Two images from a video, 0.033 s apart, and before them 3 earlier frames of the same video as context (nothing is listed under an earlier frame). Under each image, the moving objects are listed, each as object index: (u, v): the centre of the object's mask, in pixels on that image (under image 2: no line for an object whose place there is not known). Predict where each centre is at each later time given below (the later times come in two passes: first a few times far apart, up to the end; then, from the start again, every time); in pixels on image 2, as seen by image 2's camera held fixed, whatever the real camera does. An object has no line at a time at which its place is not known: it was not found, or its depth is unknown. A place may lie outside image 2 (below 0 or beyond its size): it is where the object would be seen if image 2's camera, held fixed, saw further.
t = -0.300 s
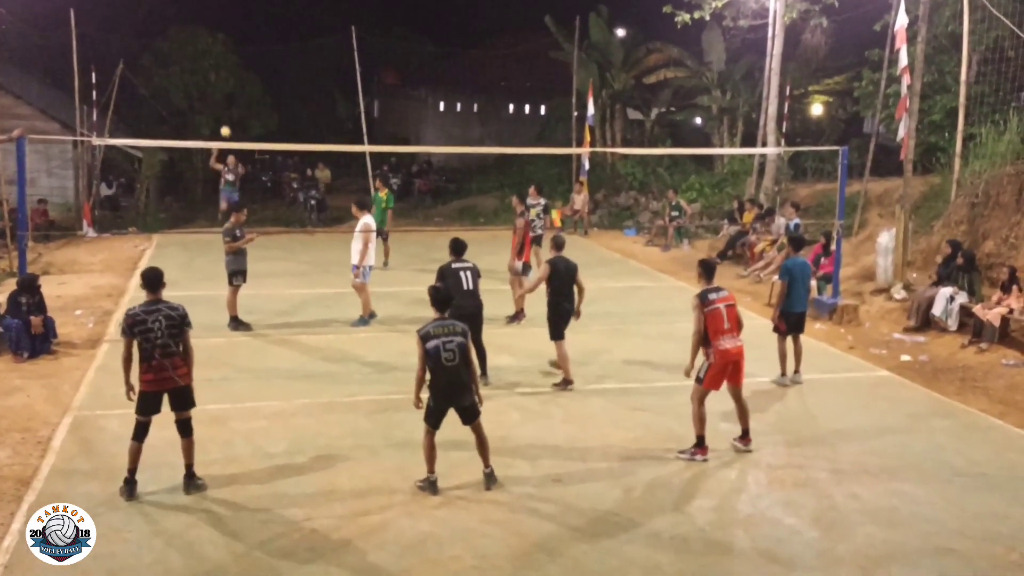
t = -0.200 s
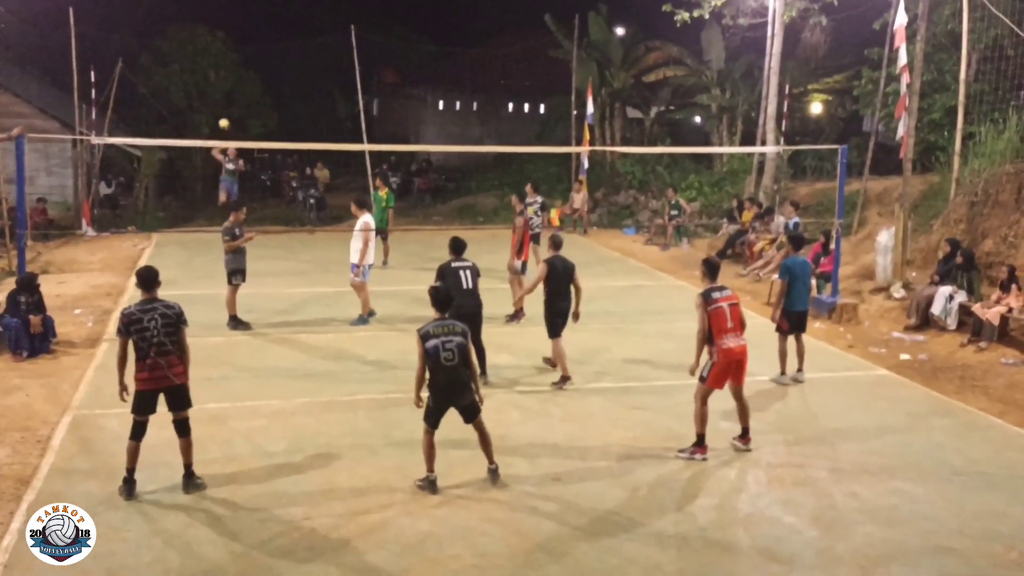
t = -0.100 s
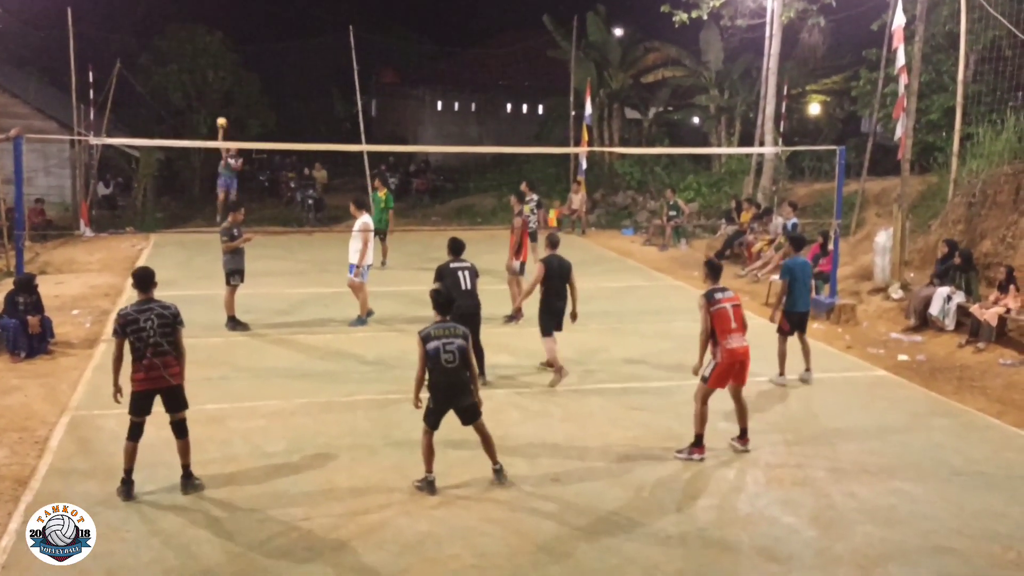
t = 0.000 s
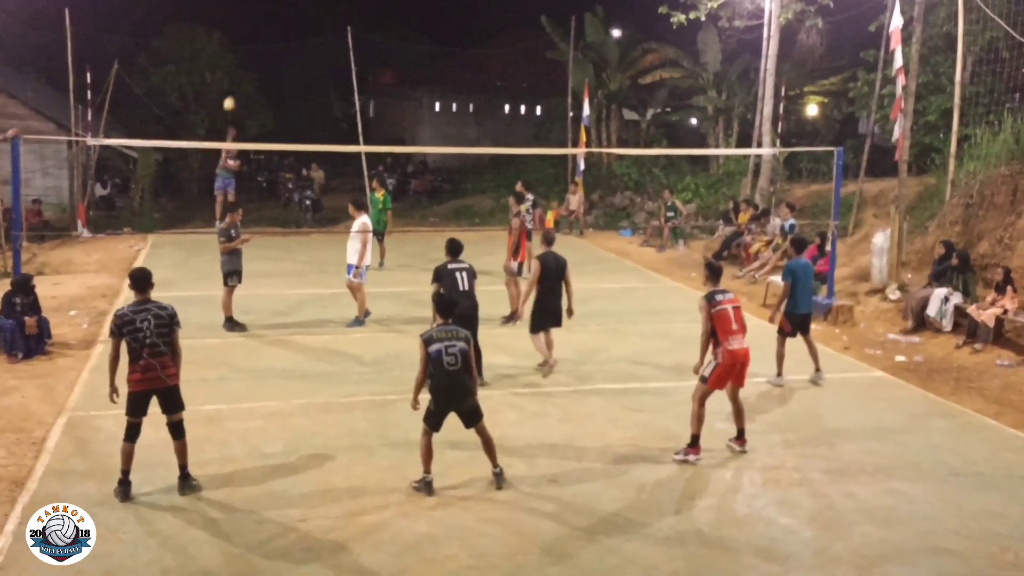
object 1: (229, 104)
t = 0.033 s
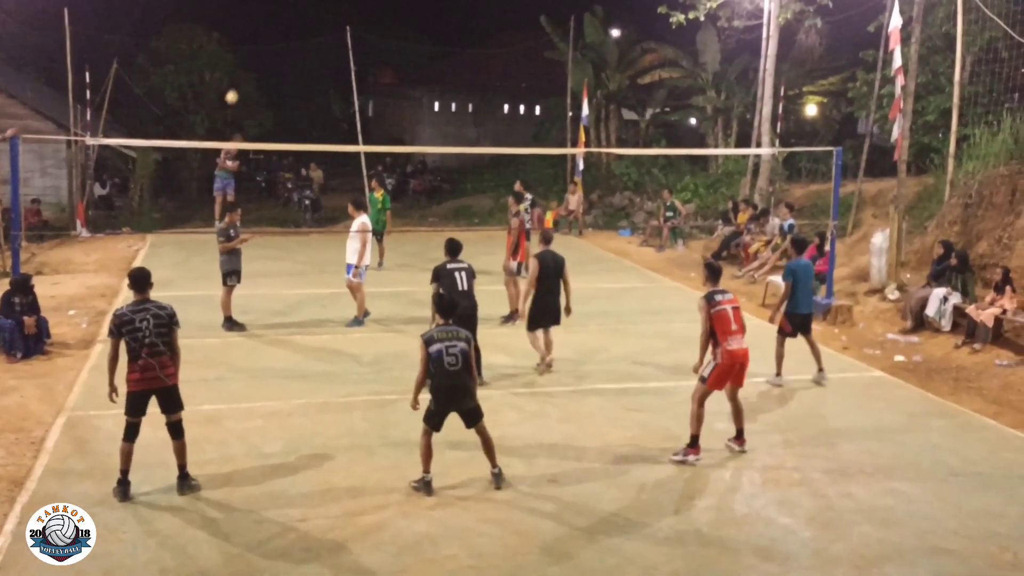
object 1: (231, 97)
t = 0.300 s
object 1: (267, 58)
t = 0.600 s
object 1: (321, 51)
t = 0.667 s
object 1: (335, 58)
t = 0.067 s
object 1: (235, 90)
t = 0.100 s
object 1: (239, 85)
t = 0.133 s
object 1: (243, 80)
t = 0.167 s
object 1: (247, 74)
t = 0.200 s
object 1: (252, 70)
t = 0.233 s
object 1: (256, 65)
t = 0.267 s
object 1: (262, 61)
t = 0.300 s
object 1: (267, 58)
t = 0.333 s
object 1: (273, 55)
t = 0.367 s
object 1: (278, 52)
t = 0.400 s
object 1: (285, 50)
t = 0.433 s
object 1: (290, 49)
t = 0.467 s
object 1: (296, 47)
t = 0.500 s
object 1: (302, 47)
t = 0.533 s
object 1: (307, 47)
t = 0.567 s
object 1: (314, 49)
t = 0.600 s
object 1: (321, 51)
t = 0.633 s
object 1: (328, 54)
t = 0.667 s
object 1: (335, 58)
